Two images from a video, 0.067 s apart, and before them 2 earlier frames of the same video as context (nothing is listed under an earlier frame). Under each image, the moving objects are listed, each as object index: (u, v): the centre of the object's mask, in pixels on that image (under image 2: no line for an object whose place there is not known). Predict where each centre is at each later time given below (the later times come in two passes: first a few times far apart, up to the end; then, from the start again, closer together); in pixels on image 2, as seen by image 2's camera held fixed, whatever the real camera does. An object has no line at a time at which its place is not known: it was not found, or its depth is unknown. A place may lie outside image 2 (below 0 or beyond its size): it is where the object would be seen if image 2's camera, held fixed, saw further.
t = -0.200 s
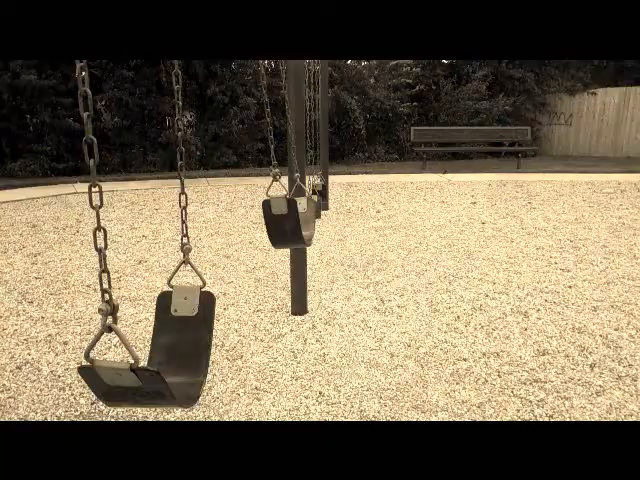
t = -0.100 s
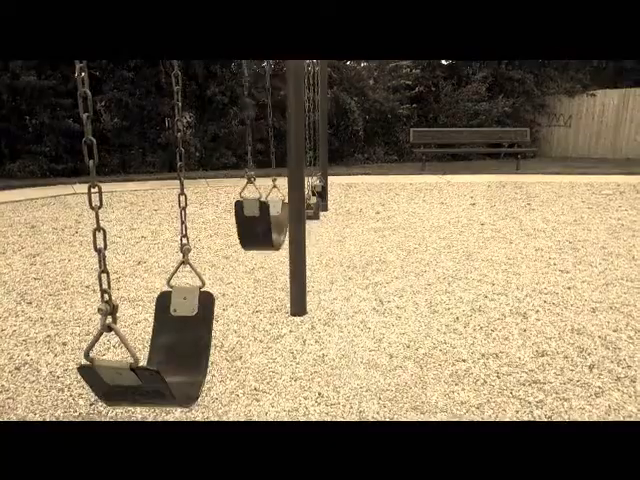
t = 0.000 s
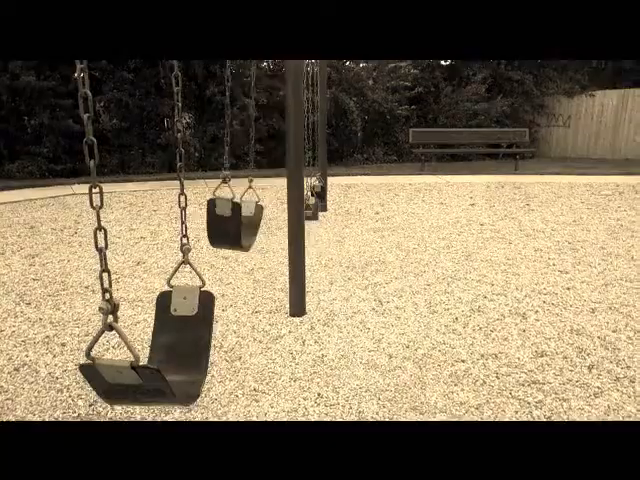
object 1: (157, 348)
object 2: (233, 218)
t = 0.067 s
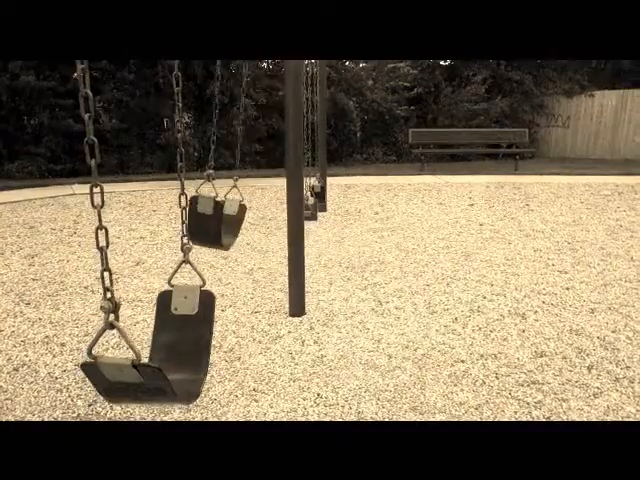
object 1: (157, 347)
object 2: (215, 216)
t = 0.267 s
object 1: (162, 342)
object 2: (171, 211)
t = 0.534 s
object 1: (168, 339)
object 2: (154, 204)
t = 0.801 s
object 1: (176, 339)
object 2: (190, 214)
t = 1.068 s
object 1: (176, 342)
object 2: (257, 219)
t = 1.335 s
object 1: (171, 347)
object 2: (325, 217)
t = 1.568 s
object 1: (164, 350)
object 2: (352, 207)
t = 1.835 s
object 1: (158, 349)
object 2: (337, 211)
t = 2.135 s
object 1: (158, 344)
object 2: (268, 218)
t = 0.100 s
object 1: (158, 346)
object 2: (211, 217)
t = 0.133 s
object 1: (159, 346)
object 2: (201, 215)
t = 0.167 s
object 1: (159, 345)
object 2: (193, 214)
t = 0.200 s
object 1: (160, 344)
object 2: (182, 213)
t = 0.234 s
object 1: (161, 343)
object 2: (178, 210)
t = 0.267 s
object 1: (162, 342)
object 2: (171, 211)
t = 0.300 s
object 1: (163, 342)
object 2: (163, 211)
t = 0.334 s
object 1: (164, 341)
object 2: (164, 209)
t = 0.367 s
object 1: (164, 341)
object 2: (159, 208)
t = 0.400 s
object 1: (166, 340)
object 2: (156, 206)
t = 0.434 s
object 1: (166, 340)
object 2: (154, 205)
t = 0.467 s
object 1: (167, 339)
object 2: (154, 208)
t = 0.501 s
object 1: (167, 339)
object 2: (153, 207)
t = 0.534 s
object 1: (168, 339)
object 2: (154, 204)
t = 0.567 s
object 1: (169, 339)
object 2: (155, 208)
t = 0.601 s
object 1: (170, 339)
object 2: (157, 206)
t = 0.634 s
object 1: (172, 339)
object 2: (161, 210)
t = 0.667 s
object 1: (175, 339)
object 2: (166, 211)
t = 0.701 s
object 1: (175, 339)
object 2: (171, 212)
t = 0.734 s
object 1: (176, 339)
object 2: (176, 213)
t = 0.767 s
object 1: (176, 339)
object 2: (183, 214)
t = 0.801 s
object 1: (176, 339)
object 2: (190, 214)
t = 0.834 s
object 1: (177, 339)
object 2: (195, 215)
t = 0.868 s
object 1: (177, 340)
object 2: (206, 216)
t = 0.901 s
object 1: (177, 340)
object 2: (214, 217)
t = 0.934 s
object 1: (177, 341)
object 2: (225, 219)
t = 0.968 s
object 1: (177, 341)
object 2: (230, 218)
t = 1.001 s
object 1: (177, 341)
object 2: (239, 219)
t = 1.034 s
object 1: (176, 342)
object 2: (248, 219)
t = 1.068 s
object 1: (176, 342)
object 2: (257, 219)
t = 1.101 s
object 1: (175, 343)
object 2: (266, 219)
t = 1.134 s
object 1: (175, 343)
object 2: (275, 218)
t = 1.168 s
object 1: (174, 344)
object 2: (283, 218)
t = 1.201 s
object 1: (174, 345)
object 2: (292, 218)
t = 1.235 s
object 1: (173, 345)
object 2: (300, 217)
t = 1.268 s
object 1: (172, 346)
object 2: (309, 219)
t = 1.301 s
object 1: (172, 347)
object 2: (316, 217)
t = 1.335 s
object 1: (171, 347)
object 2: (325, 217)
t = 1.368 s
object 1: (170, 348)
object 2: (328, 212)
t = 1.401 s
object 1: (169, 348)
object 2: (334, 210)
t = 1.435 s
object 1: (168, 349)
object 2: (340, 210)
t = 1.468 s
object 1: (167, 349)
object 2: (344, 209)
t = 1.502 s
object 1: (166, 350)
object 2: (347, 208)
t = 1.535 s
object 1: (165, 350)
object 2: (350, 207)
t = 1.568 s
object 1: (164, 350)
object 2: (352, 207)
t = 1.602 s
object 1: (163, 350)
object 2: (353, 206)
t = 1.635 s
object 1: (162, 351)
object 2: (352, 206)
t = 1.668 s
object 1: (161, 351)
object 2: (352, 206)
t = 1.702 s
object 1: (160, 350)
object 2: (351, 207)
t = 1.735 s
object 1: (160, 350)
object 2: (348, 207)
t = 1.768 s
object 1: (159, 350)
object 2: (345, 208)
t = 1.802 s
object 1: (159, 350)
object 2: (341, 209)
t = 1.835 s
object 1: (158, 349)
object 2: (337, 211)
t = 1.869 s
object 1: (158, 349)
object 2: (331, 214)
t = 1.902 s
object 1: (158, 348)
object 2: (326, 214)
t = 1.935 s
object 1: (157, 348)
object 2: (320, 217)
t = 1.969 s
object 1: (157, 347)
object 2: (311, 215)
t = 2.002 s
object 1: (157, 347)
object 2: (303, 215)
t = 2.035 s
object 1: (157, 346)
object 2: (295, 218)
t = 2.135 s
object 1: (158, 344)
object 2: (268, 218)
